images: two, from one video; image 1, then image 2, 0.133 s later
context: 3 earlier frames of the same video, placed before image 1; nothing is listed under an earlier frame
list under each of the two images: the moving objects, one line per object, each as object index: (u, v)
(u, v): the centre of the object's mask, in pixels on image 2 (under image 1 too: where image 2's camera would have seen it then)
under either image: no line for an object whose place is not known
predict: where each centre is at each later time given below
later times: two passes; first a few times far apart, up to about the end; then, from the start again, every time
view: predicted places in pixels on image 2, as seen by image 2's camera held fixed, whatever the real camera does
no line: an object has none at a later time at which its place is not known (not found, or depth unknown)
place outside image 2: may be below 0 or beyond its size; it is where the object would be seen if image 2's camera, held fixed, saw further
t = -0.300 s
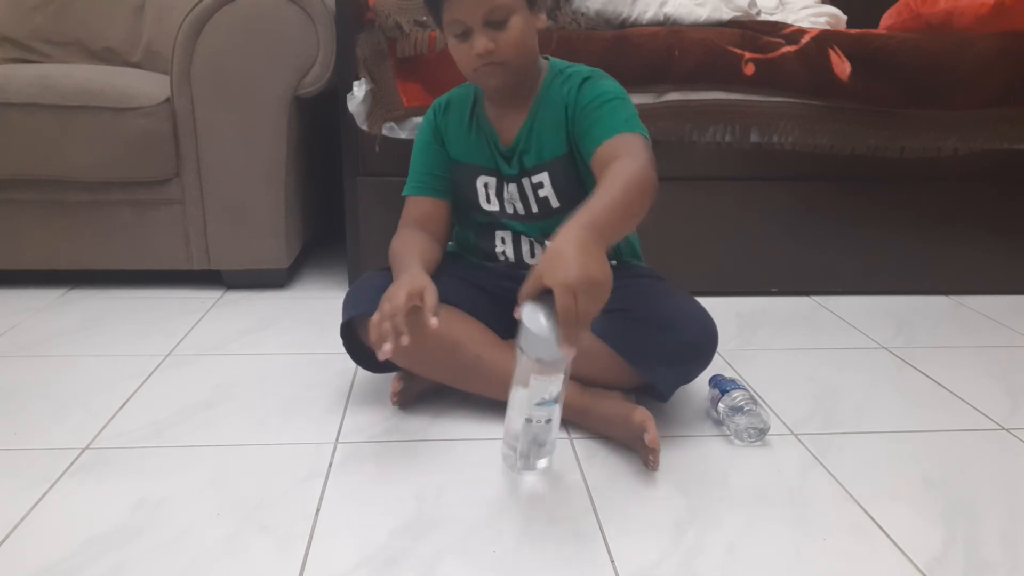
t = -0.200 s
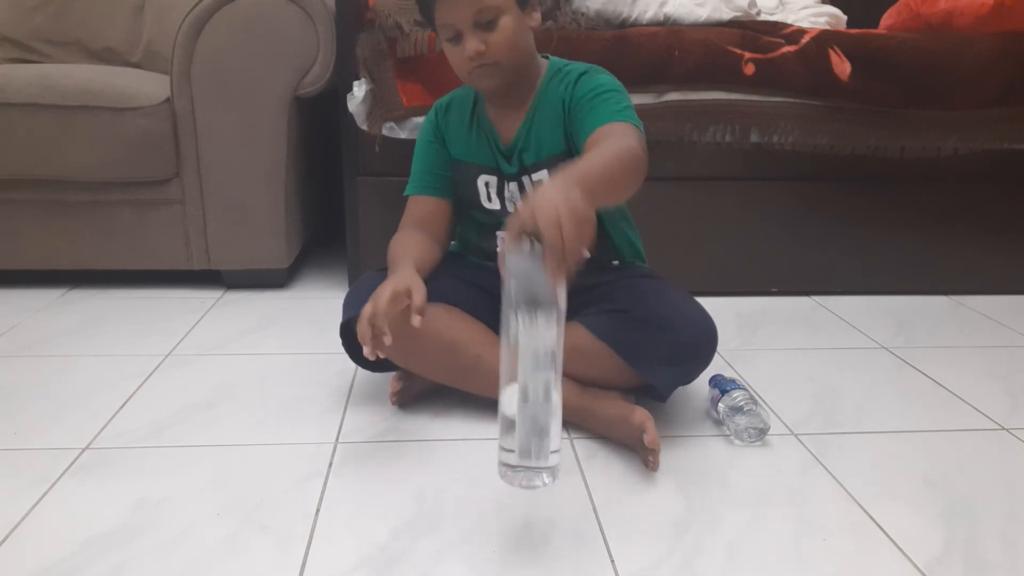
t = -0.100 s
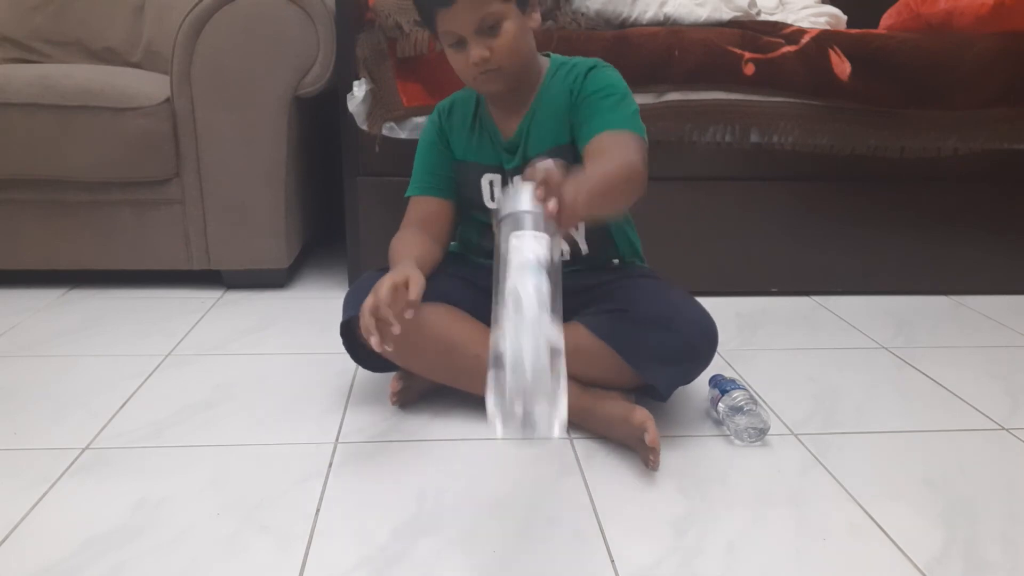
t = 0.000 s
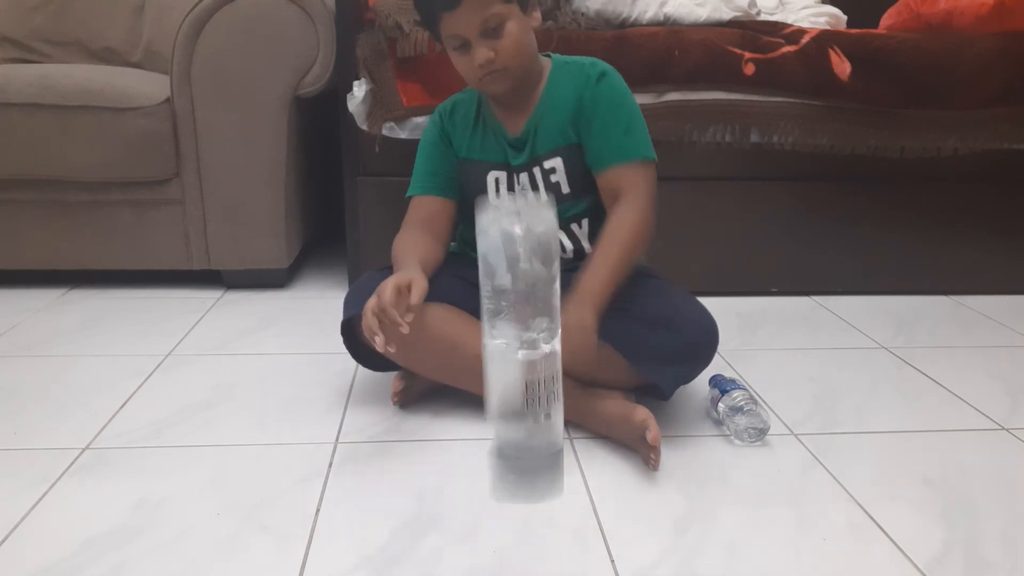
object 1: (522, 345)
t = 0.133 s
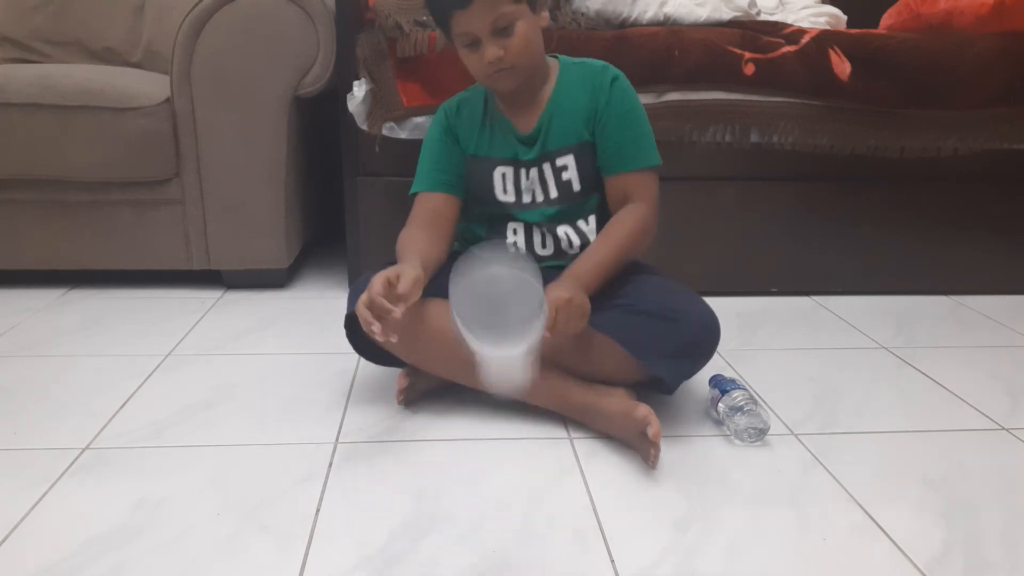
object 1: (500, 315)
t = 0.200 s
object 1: (495, 374)
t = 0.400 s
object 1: (490, 471)
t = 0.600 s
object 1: (474, 504)
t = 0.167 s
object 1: (498, 326)
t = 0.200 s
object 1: (495, 374)
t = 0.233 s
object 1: (492, 423)
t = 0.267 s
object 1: (491, 455)
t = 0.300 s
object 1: (491, 456)
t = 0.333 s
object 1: (491, 457)
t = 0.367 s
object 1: (490, 462)
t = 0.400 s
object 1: (490, 471)
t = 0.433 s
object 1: (489, 487)
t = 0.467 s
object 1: (487, 506)
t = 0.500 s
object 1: (484, 505)
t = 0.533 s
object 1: (481, 504)
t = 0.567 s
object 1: (477, 504)
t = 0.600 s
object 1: (474, 504)
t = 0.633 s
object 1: (470, 502)
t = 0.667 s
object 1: (467, 502)
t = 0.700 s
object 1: (466, 501)
